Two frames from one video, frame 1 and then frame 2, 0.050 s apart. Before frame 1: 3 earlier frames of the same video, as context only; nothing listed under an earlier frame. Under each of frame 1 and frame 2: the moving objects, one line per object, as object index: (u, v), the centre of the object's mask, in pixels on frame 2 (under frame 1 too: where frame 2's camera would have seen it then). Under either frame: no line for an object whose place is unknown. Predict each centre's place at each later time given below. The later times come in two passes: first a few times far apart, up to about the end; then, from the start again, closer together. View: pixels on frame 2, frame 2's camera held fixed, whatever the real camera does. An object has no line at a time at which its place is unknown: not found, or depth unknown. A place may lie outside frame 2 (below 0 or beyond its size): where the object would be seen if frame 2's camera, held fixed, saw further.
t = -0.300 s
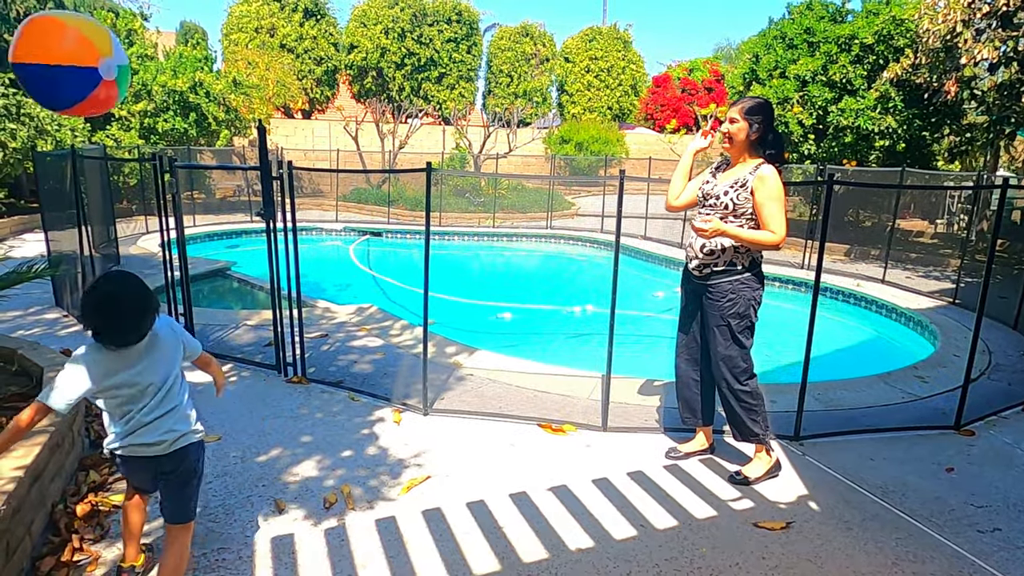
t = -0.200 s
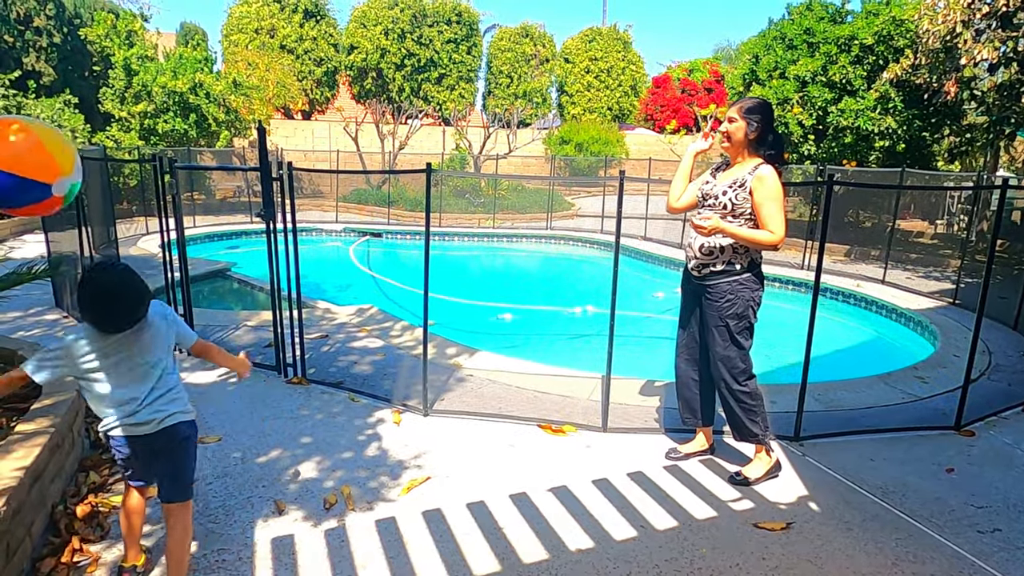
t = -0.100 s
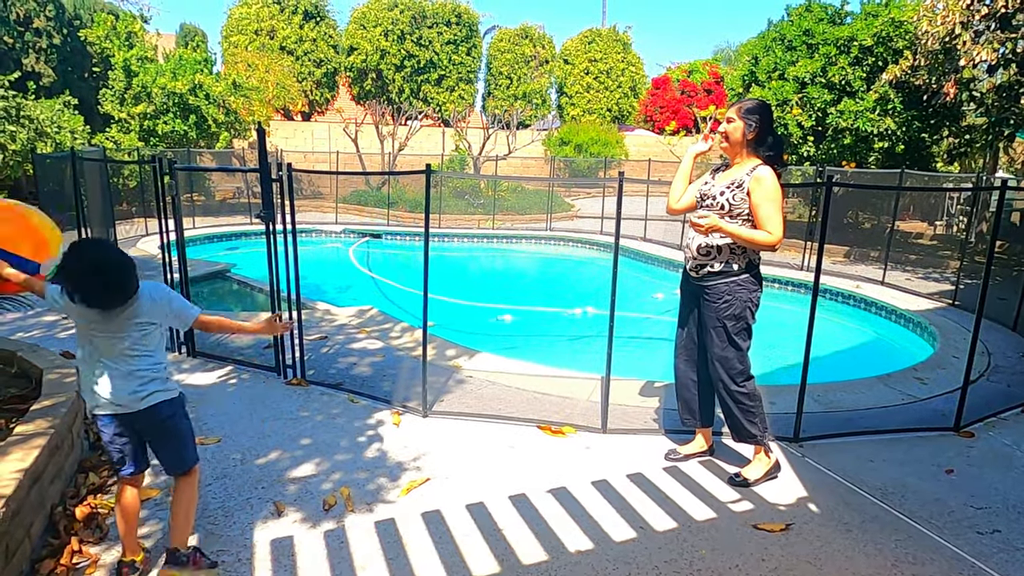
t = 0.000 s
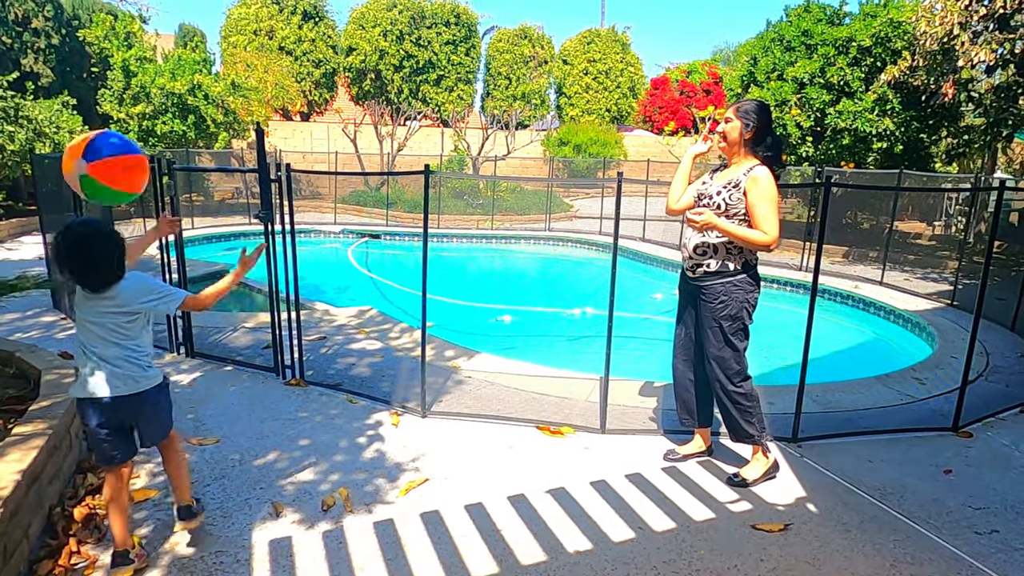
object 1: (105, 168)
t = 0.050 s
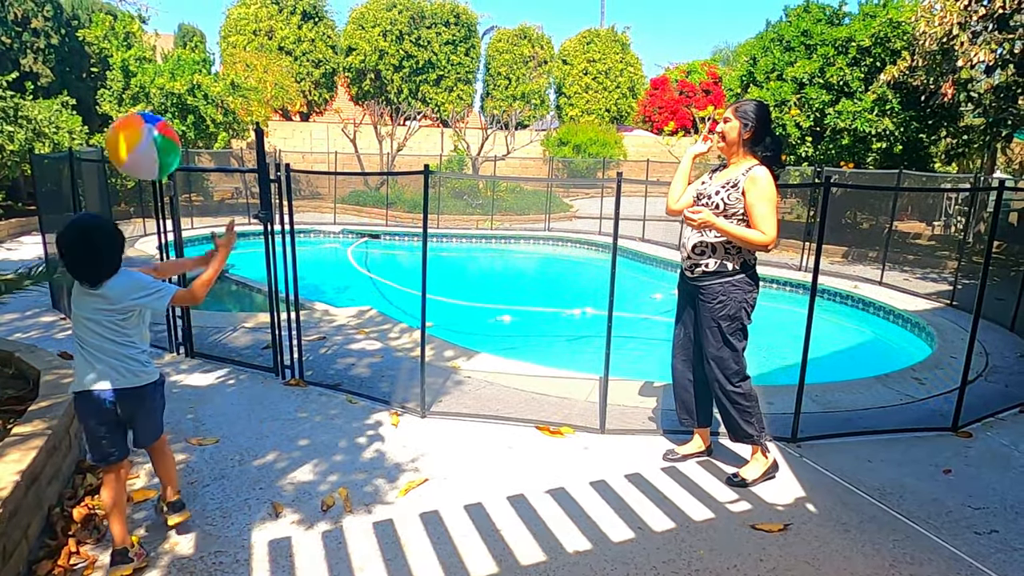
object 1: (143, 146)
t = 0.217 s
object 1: (220, 123)
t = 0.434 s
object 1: (252, 151)
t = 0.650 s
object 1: (252, 199)
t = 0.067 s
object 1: (154, 140)
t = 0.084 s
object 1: (163, 136)
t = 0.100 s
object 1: (172, 132)
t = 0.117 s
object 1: (181, 129)
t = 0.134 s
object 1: (189, 125)
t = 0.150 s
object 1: (197, 125)
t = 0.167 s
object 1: (203, 123)
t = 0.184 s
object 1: (209, 123)
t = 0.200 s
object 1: (215, 122)
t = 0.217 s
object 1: (220, 123)
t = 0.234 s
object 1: (224, 124)
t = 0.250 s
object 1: (229, 125)
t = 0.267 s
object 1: (233, 126)
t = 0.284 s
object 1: (235, 127)
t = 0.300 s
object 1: (237, 130)
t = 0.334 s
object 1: (239, 134)
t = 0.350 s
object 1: (243, 137)
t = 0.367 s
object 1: (243, 141)
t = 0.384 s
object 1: (248, 144)
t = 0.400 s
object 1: (249, 147)
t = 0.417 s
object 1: (250, 149)
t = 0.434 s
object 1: (252, 151)
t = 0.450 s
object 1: (254, 153)
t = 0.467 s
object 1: (256, 155)
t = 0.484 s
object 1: (256, 157)
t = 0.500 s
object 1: (256, 164)
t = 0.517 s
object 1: (256, 166)
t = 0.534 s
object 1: (256, 170)
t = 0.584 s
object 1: (252, 188)
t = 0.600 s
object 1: (259, 189)
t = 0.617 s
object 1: (260, 193)
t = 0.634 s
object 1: (252, 197)
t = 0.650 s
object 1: (252, 199)
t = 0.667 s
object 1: (252, 205)
